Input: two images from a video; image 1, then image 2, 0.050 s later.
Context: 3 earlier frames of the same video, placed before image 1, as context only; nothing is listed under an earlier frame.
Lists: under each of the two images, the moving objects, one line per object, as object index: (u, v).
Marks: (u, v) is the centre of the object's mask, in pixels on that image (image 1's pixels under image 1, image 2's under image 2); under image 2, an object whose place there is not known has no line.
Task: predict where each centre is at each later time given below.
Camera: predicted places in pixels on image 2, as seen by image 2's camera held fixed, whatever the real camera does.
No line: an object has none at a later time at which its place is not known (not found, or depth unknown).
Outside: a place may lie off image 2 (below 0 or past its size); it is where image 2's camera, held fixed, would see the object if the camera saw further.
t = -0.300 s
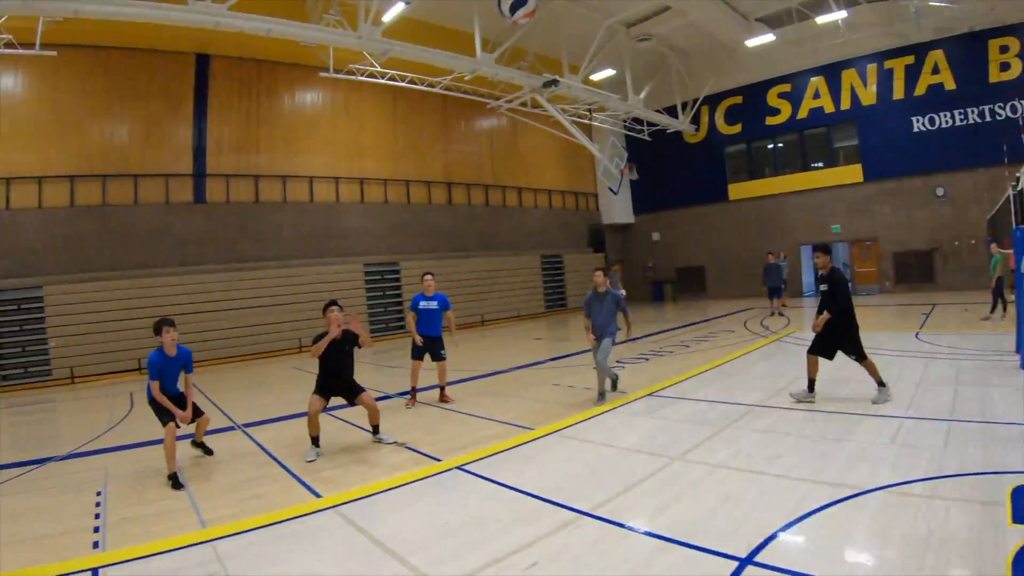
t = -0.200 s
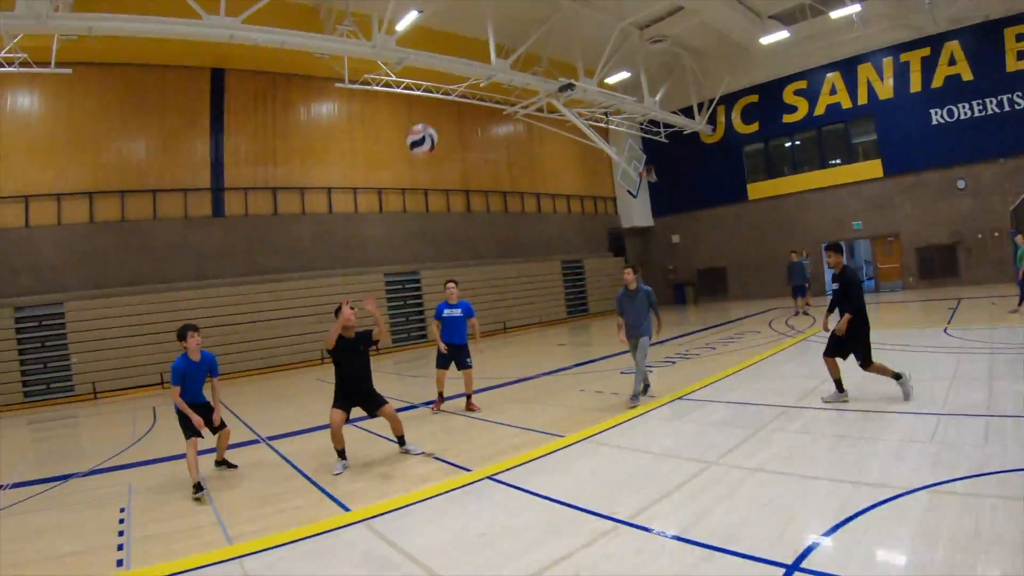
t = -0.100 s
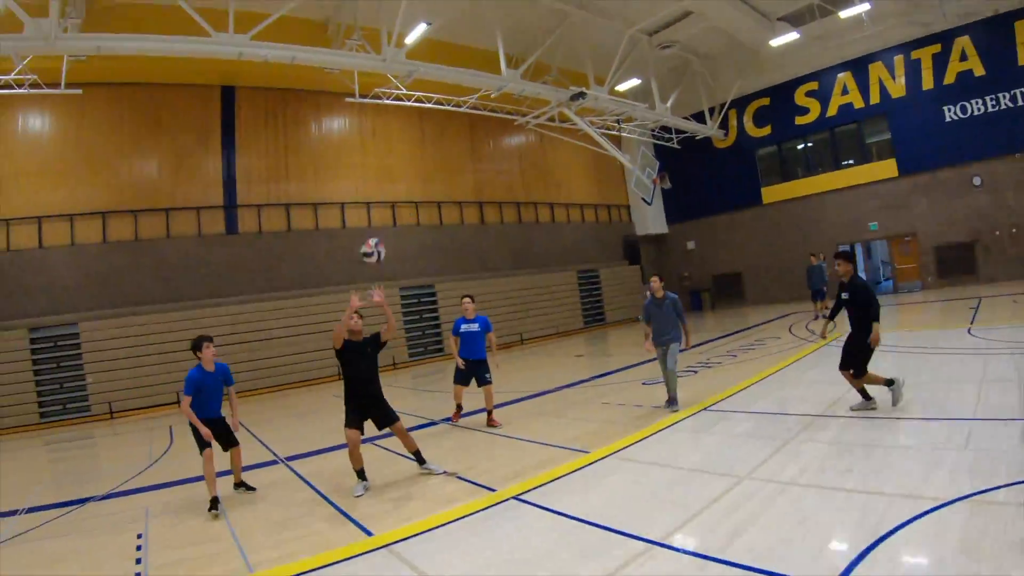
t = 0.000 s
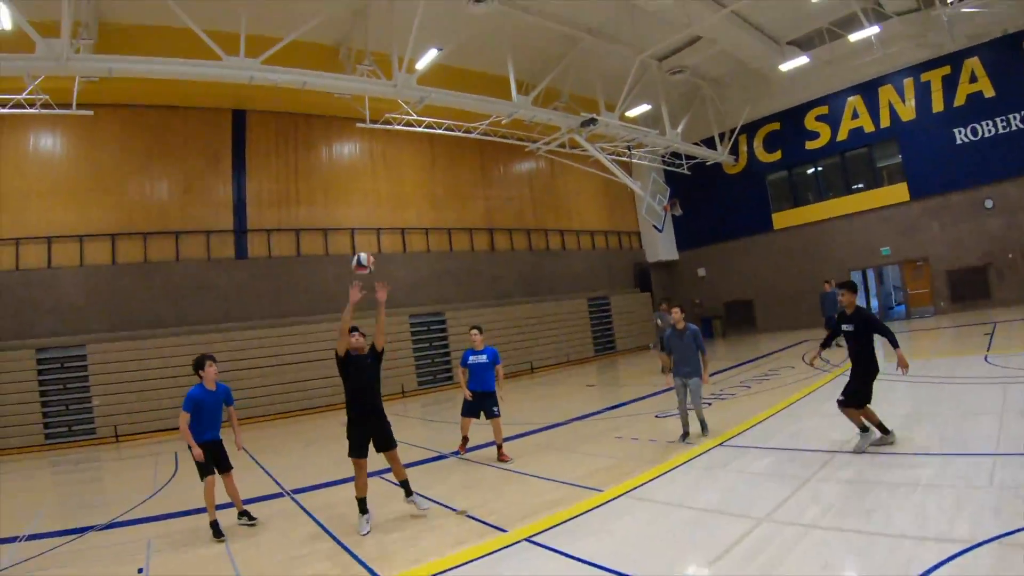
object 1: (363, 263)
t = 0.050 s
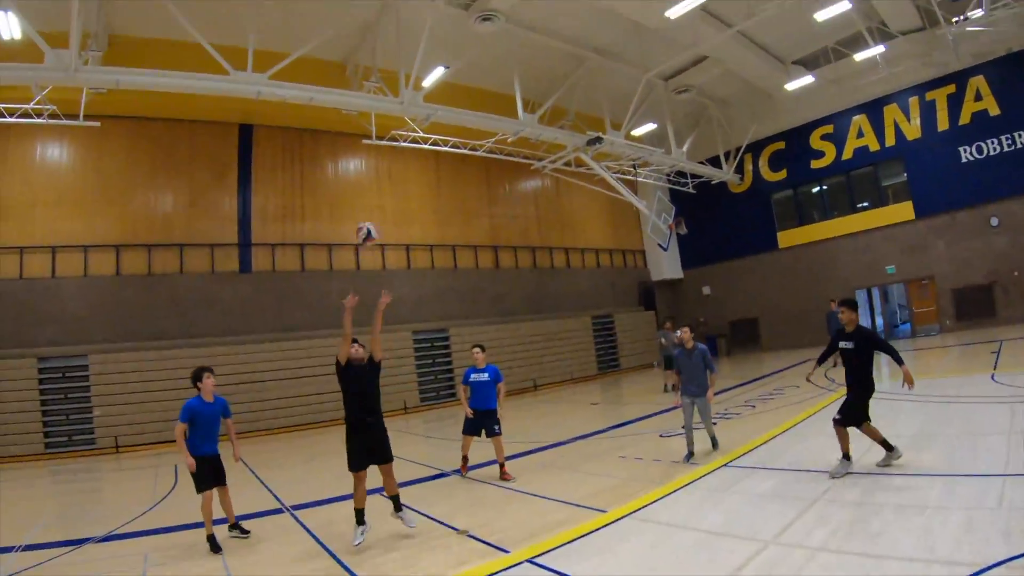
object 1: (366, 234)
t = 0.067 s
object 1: (368, 219)
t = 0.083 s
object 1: (370, 205)
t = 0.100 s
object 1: (370, 191)
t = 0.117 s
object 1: (370, 176)
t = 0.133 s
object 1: (371, 162)
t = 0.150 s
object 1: (370, 148)
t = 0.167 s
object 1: (371, 134)
